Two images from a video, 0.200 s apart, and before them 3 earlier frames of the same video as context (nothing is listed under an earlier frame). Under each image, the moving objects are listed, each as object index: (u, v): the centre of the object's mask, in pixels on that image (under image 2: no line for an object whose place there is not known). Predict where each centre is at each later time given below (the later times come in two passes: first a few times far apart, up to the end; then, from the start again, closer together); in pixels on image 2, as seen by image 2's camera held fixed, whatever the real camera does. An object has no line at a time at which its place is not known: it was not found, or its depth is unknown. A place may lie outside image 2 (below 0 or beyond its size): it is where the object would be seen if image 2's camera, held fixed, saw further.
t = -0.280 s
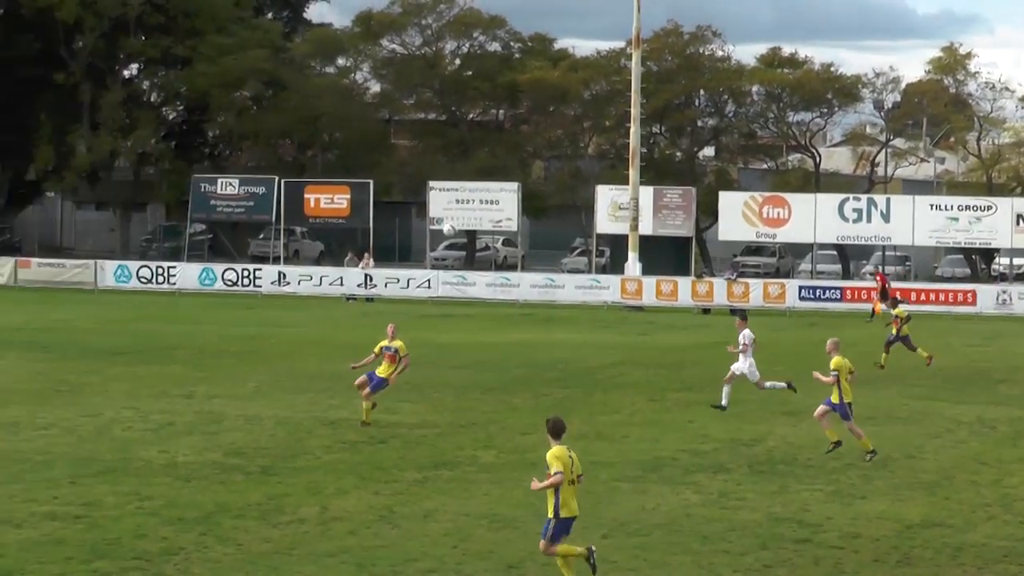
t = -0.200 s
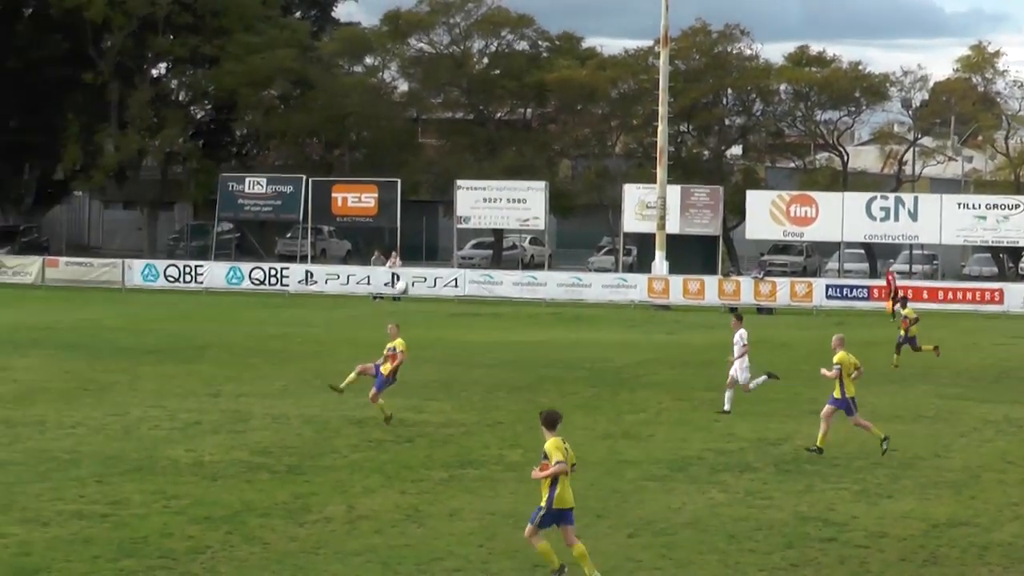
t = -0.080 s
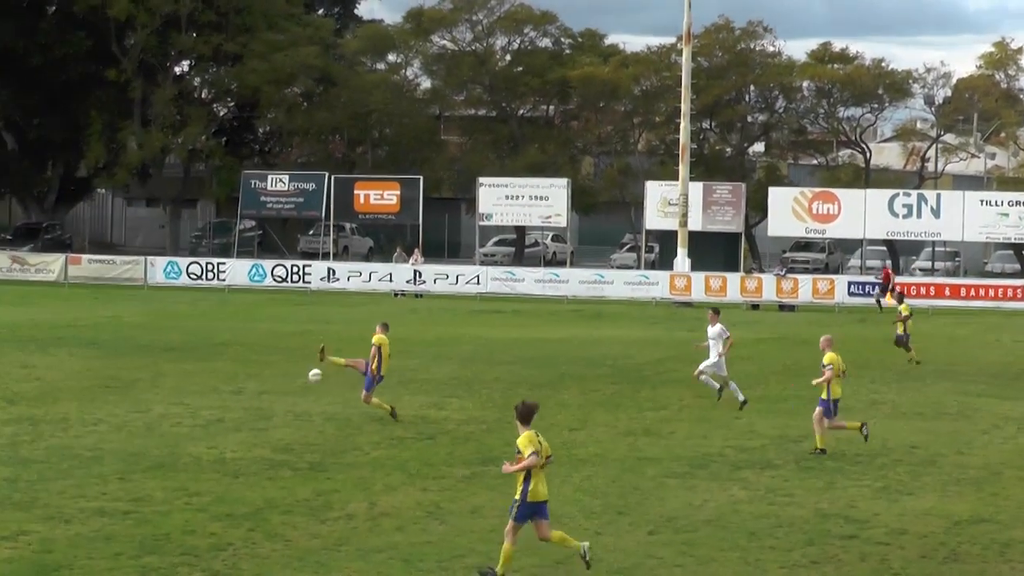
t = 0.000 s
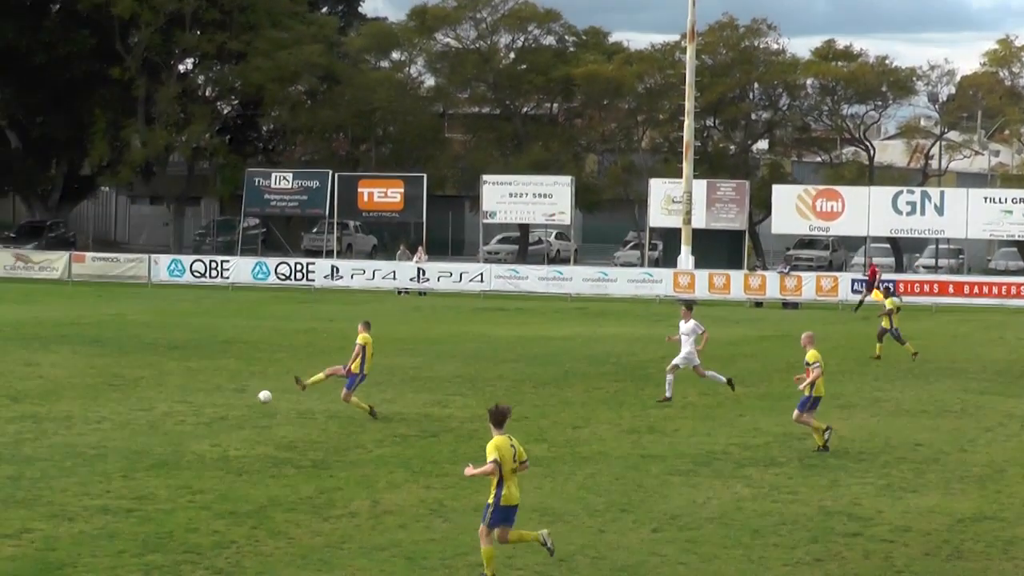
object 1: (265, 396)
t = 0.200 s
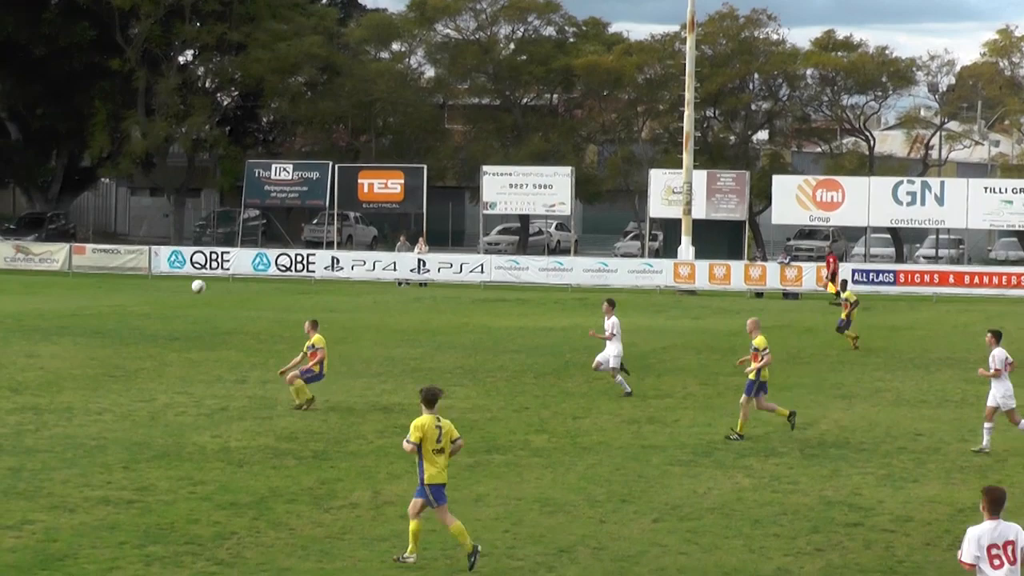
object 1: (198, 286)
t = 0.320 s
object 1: (158, 239)
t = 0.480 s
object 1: (104, 193)
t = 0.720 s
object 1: (19, 152)
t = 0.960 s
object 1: (-70, 145)
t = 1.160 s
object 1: (-149, 167)
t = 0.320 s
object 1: (158, 239)
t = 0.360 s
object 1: (144, 225)
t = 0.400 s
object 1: (132, 214)
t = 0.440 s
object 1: (118, 202)
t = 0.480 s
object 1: (104, 193)
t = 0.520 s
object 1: (90, 183)
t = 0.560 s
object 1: (76, 175)
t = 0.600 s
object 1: (62, 168)
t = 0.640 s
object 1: (48, 161)
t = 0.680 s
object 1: (34, 156)
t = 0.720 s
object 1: (19, 152)
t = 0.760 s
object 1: (4, 148)
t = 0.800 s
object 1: (-11, 145)
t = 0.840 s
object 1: (-26, 144)
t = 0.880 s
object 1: (-41, 143)
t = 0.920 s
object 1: (-56, 144)
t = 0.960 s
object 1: (-70, 145)
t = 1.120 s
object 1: (-135, 160)
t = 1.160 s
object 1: (-149, 167)
